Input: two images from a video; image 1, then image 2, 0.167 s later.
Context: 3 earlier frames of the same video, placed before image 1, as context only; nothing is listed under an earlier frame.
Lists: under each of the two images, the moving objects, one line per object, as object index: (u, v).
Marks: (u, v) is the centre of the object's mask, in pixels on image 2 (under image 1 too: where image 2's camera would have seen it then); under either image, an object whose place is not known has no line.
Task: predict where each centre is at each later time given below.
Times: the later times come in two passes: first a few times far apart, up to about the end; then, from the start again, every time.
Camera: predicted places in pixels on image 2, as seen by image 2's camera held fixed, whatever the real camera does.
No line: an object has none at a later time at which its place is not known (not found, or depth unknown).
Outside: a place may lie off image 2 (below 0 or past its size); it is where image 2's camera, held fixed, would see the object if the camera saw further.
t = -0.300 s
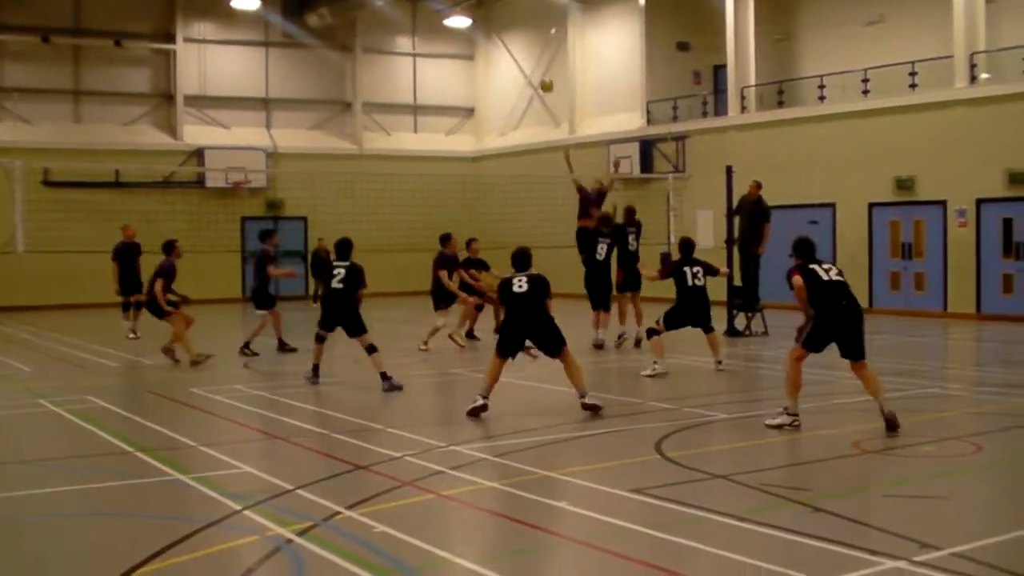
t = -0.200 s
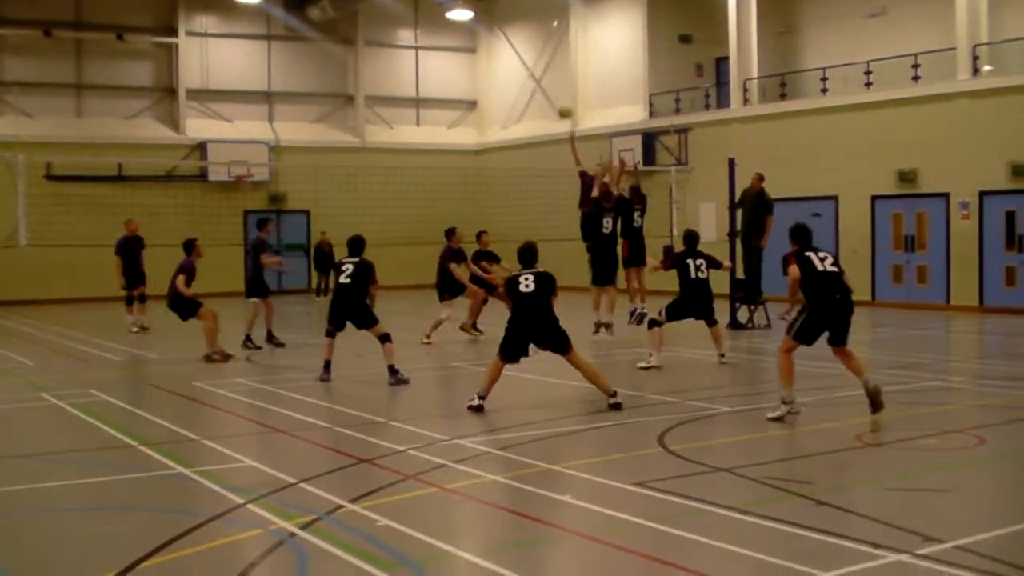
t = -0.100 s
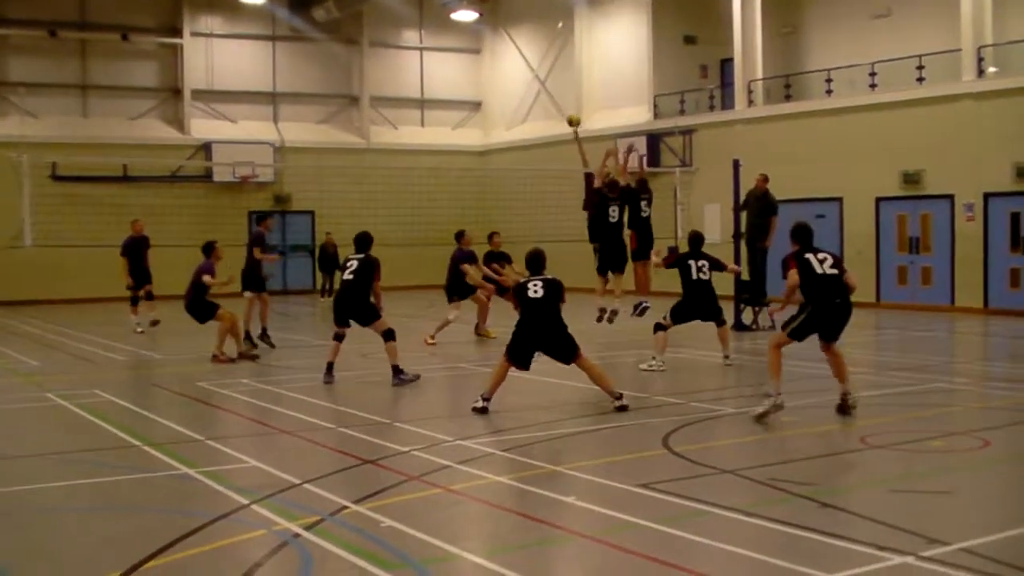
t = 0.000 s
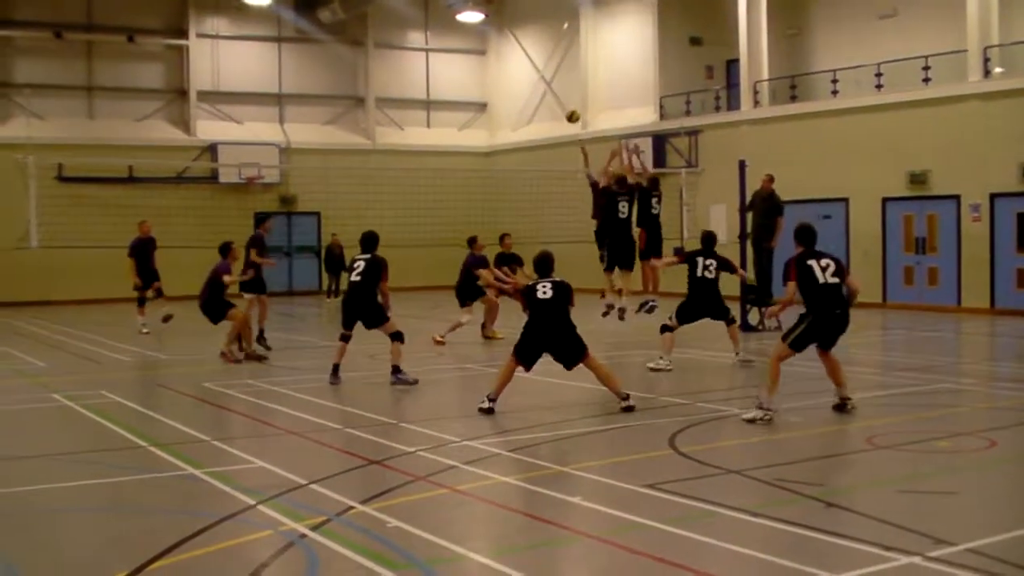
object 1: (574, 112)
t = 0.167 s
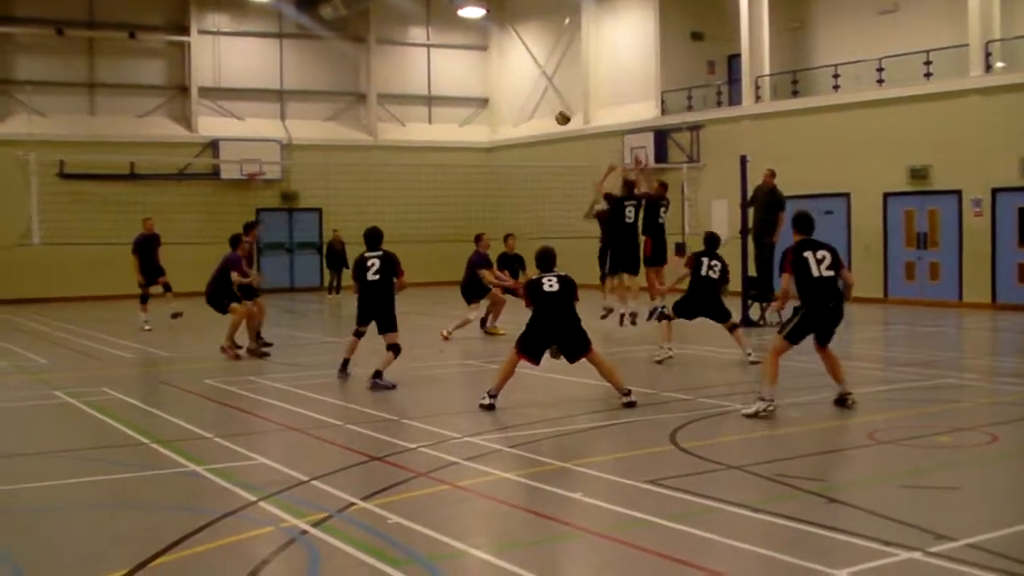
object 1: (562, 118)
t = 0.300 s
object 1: (554, 138)
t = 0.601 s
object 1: (536, 240)
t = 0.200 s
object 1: (560, 122)
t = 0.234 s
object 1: (558, 127)
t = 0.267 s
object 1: (556, 133)
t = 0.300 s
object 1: (554, 138)
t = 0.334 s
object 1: (552, 148)
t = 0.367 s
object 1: (550, 153)
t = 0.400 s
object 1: (549, 164)
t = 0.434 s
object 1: (547, 175)
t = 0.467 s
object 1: (545, 186)
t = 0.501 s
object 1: (543, 199)
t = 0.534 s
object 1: (540, 212)
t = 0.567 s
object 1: (537, 226)
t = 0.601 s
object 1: (536, 240)
